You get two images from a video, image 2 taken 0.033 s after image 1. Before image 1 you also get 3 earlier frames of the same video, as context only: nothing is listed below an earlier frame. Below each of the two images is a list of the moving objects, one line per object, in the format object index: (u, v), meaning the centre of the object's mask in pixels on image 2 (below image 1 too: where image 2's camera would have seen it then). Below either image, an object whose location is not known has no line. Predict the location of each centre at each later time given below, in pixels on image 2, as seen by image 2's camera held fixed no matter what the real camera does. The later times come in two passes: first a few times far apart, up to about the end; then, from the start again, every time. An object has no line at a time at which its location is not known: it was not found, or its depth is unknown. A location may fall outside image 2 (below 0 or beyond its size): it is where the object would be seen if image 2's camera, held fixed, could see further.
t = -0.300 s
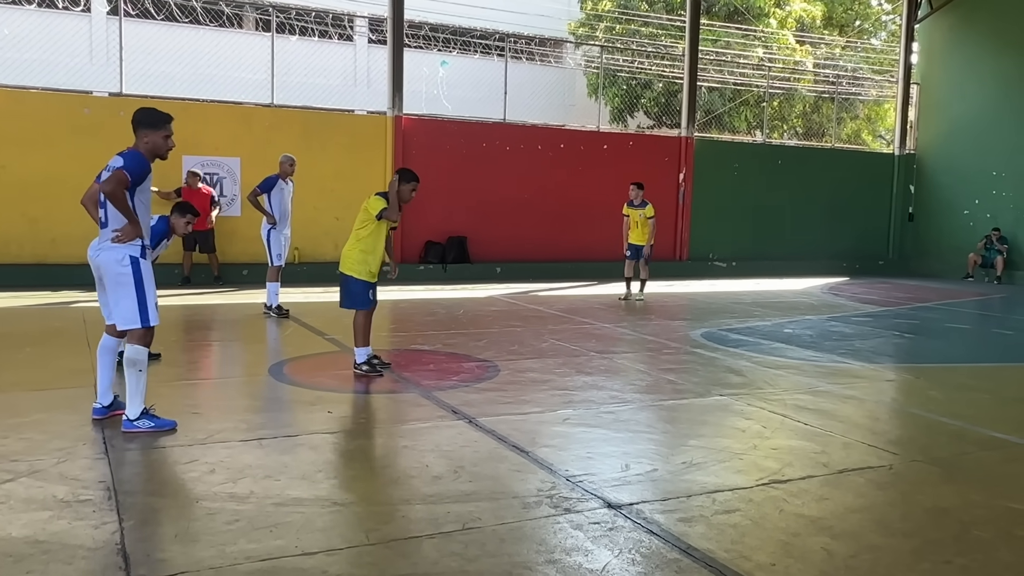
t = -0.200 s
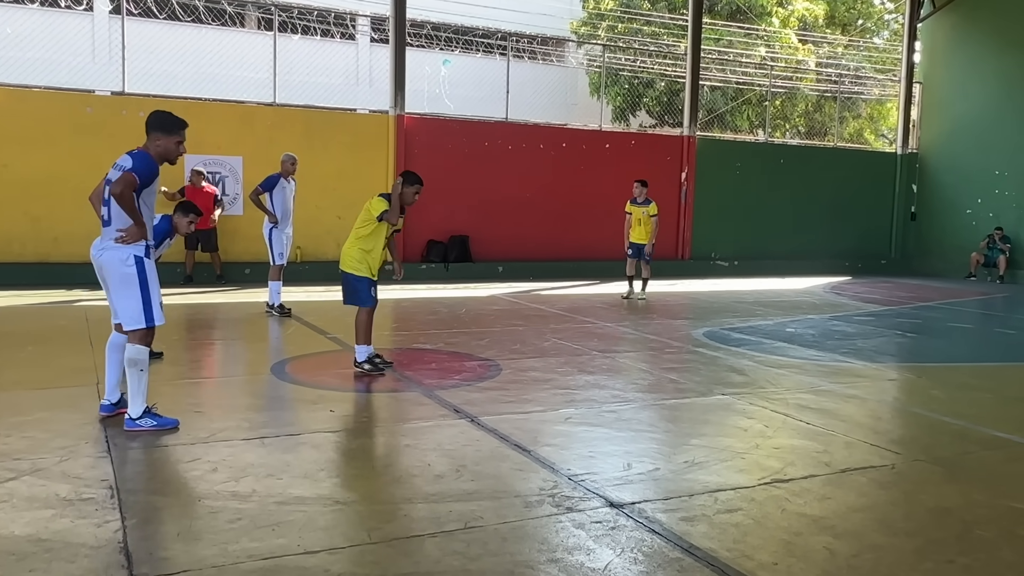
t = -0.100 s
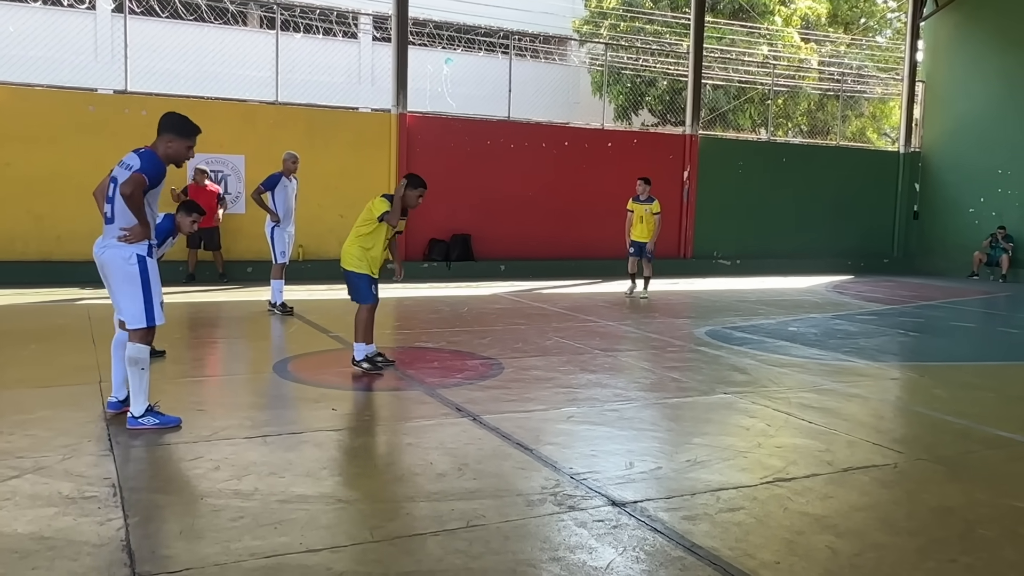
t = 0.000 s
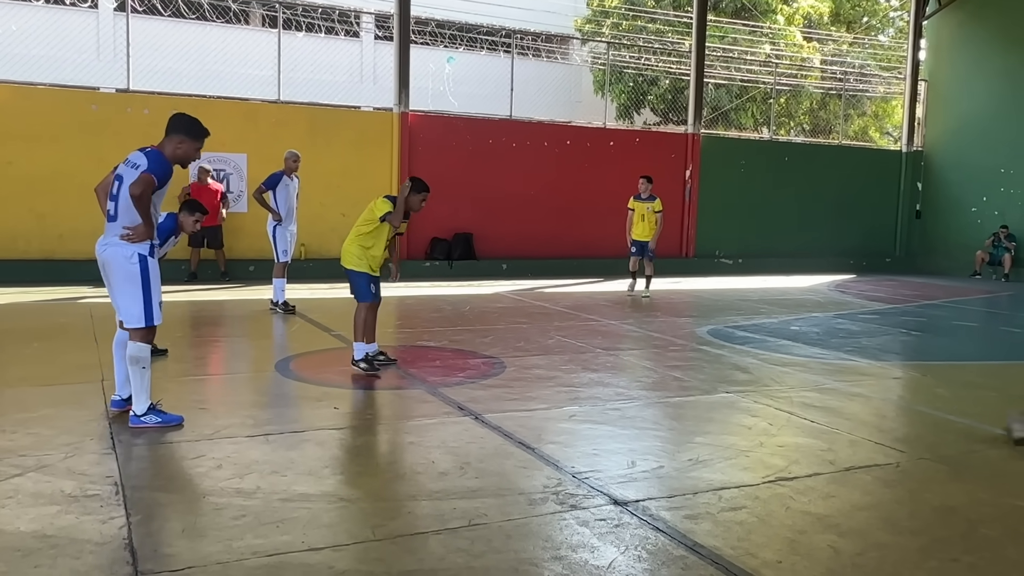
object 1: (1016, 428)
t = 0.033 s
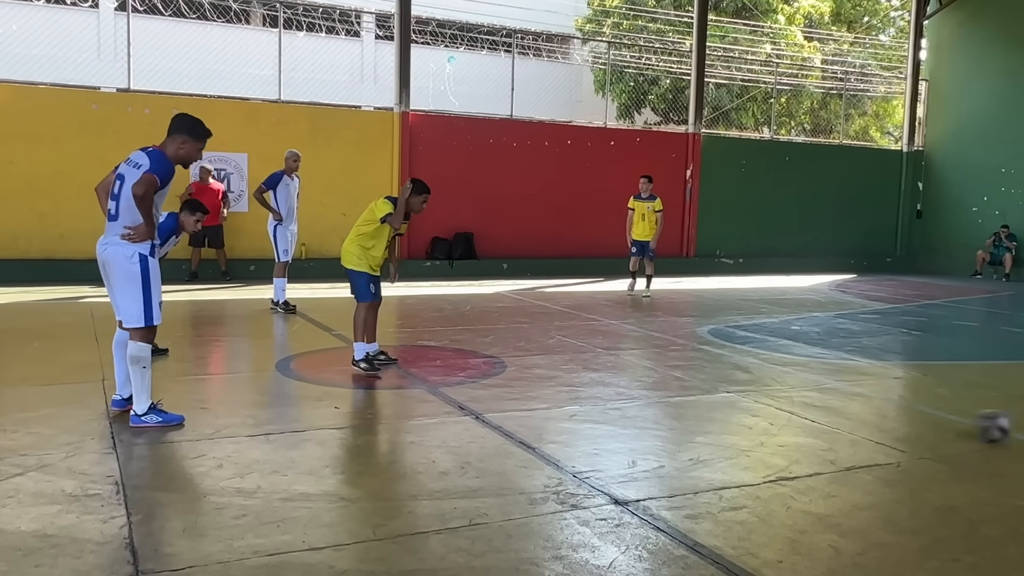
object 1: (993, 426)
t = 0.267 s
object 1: (795, 405)
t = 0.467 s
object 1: (647, 389)
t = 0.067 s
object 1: (963, 423)
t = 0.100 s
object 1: (934, 419)
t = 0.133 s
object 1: (904, 417)
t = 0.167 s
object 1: (877, 413)
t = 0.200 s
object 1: (849, 409)
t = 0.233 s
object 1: (822, 407)
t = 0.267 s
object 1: (795, 405)
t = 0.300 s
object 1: (770, 402)
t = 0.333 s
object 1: (744, 400)
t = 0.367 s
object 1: (719, 397)
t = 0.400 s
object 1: (695, 394)
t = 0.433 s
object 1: (671, 391)
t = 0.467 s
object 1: (647, 389)
